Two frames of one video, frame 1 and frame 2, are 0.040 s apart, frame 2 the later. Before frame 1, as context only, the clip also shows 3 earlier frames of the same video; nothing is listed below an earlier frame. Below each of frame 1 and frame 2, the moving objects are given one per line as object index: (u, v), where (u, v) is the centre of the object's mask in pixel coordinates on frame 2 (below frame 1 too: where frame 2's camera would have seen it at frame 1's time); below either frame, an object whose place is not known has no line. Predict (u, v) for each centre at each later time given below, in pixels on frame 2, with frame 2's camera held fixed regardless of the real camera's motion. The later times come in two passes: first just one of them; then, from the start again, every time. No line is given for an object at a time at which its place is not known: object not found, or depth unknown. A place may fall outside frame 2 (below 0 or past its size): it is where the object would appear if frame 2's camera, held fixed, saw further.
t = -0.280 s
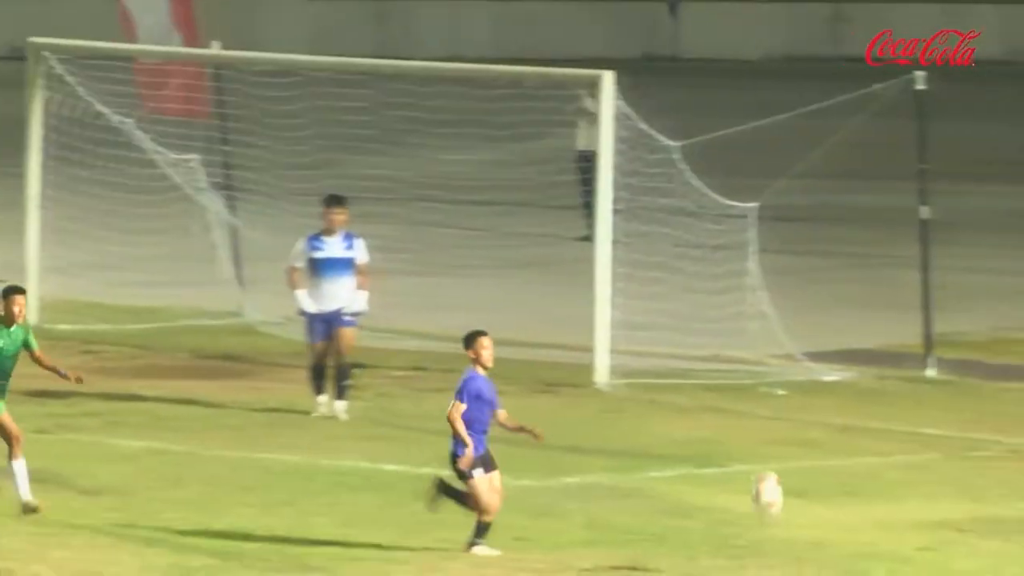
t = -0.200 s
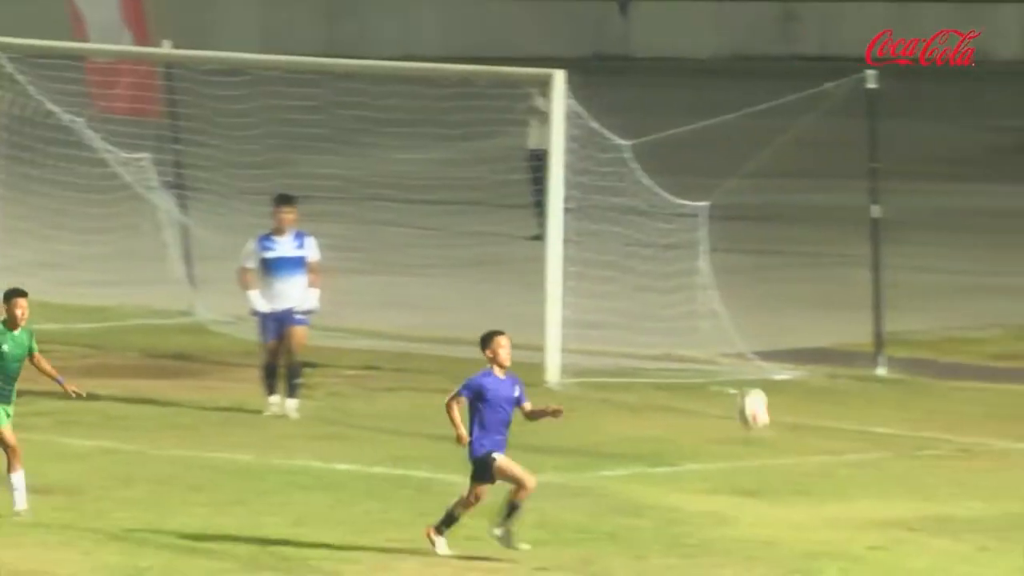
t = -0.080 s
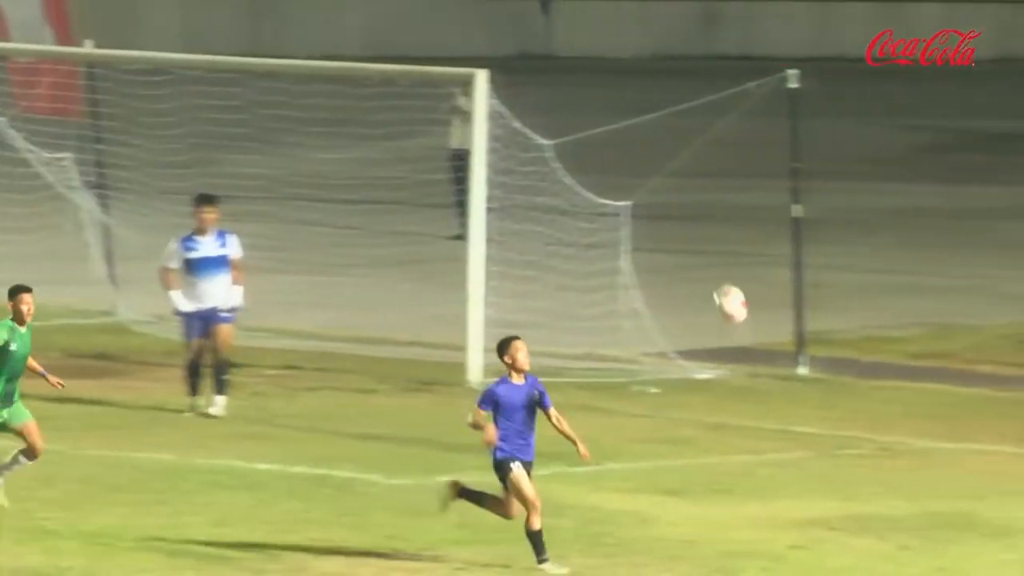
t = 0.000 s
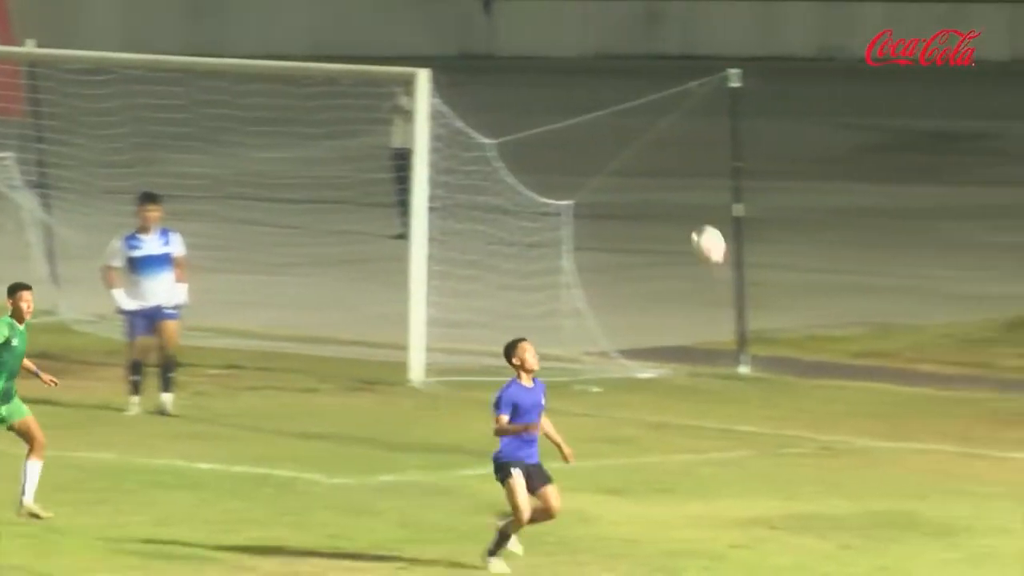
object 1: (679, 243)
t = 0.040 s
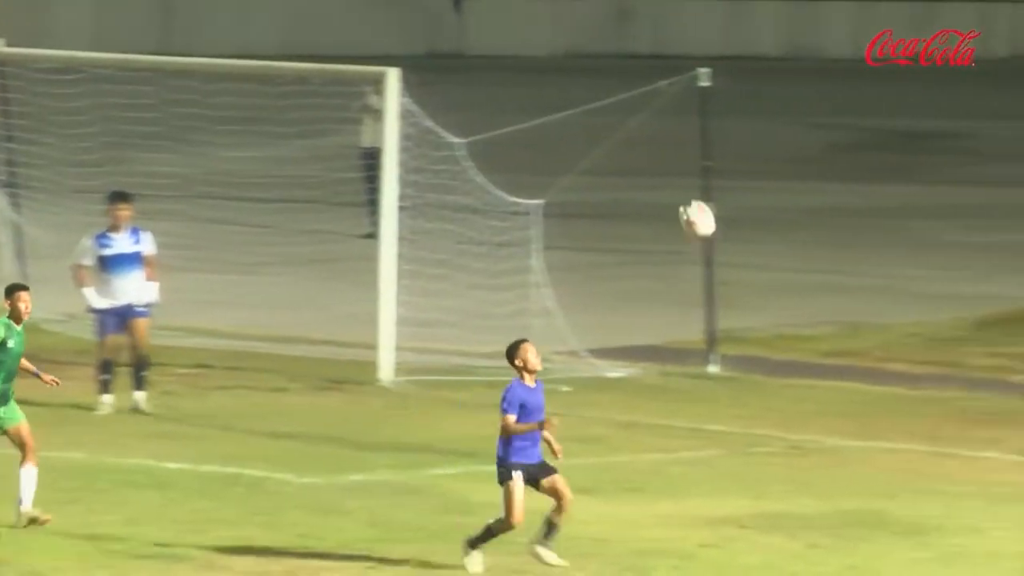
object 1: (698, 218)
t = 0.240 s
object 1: (791, 125)
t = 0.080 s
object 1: (716, 197)
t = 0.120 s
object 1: (734, 176)
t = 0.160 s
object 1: (752, 156)
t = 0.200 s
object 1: (771, 138)
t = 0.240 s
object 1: (791, 125)
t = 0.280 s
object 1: (808, 113)
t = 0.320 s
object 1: (826, 103)
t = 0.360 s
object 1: (846, 97)
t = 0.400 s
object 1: (865, 92)
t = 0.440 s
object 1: (882, 90)
